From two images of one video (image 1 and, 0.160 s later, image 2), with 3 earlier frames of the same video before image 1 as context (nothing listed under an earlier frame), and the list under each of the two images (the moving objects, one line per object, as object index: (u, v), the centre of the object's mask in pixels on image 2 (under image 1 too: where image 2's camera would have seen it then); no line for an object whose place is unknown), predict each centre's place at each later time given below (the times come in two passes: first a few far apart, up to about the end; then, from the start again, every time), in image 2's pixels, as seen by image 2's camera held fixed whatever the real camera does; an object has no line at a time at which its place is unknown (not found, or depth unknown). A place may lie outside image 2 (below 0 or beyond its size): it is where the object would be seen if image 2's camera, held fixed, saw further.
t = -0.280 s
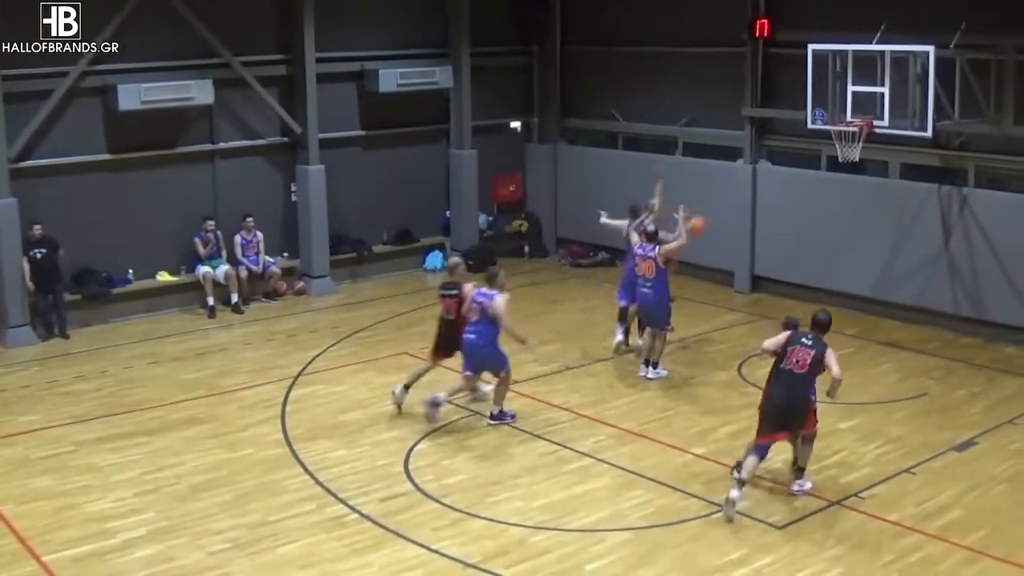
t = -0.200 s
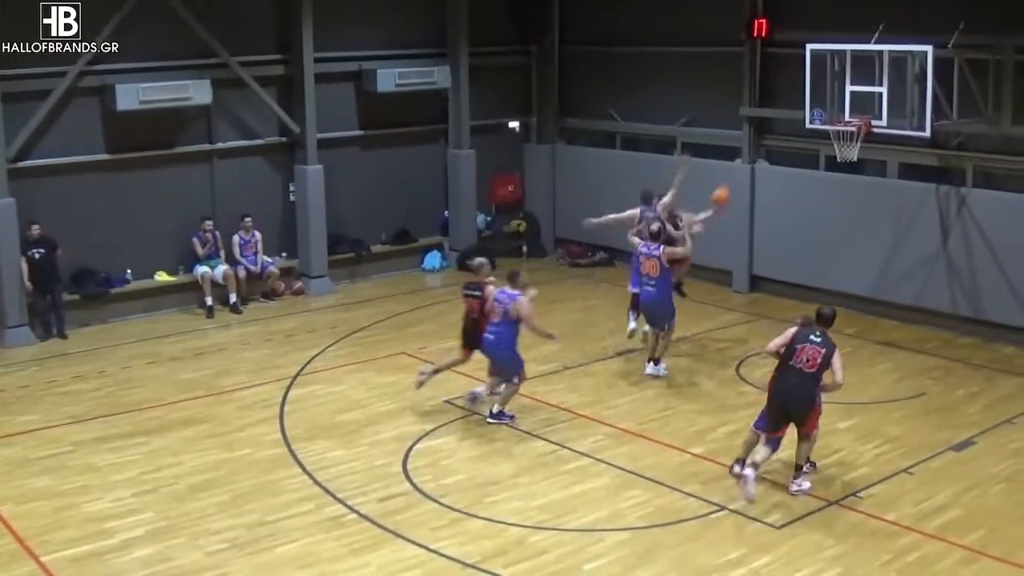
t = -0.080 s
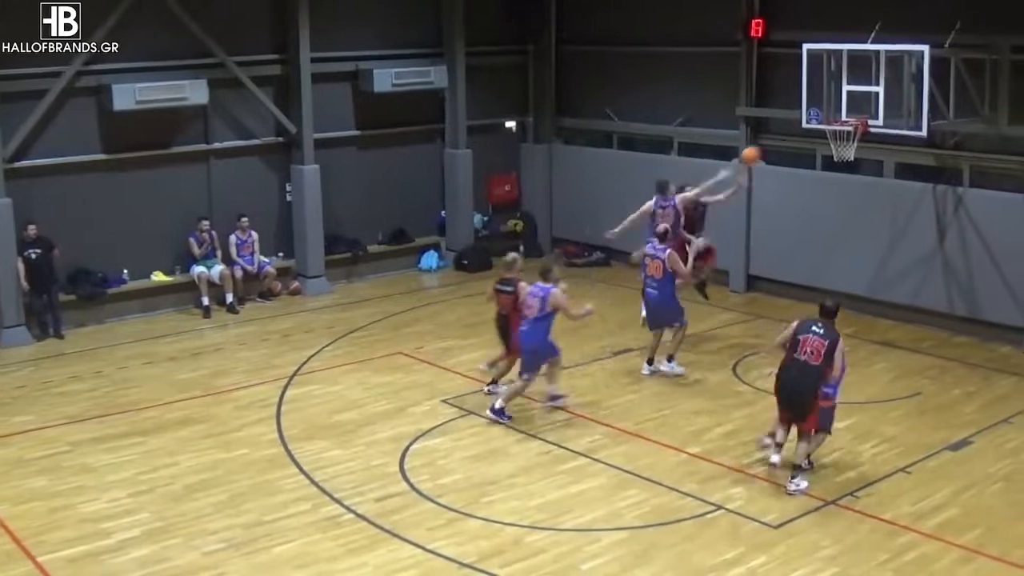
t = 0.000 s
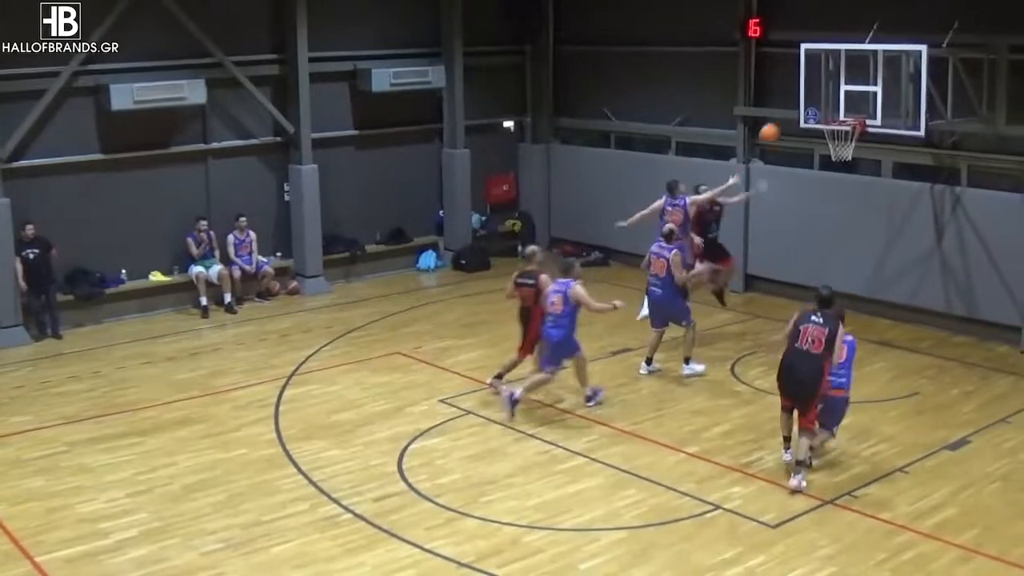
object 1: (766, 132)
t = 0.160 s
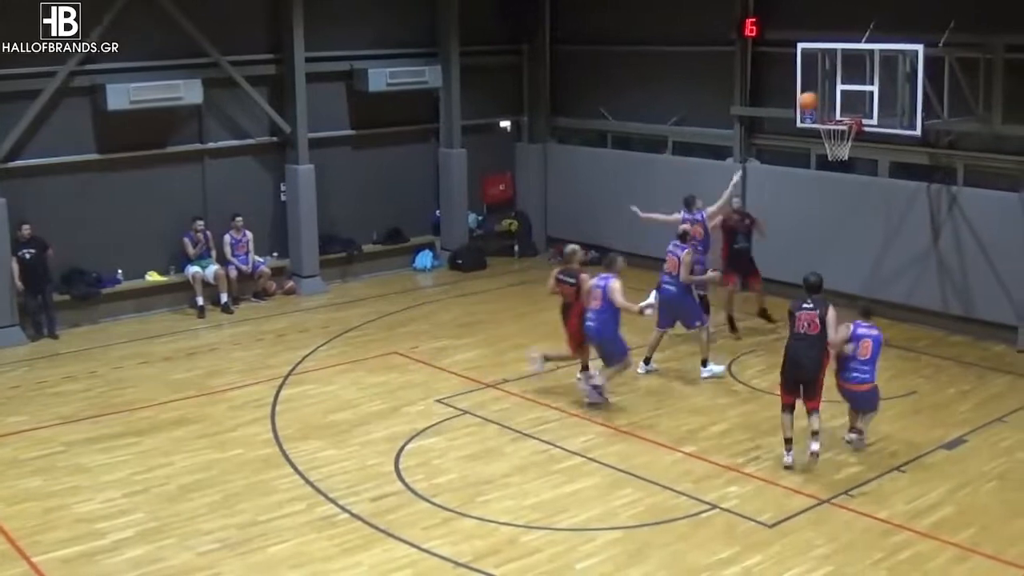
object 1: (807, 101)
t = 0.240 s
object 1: (827, 93)
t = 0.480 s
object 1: (884, 94)
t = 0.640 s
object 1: (901, 112)
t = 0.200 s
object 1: (817, 97)
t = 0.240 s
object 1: (827, 93)
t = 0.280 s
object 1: (839, 91)
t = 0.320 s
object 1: (851, 90)
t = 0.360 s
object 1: (862, 91)
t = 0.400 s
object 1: (872, 93)
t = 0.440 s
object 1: (879, 94)
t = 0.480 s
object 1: (884, 94)
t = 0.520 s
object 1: (888, 97)
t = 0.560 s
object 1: (893, 101)
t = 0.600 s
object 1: (897, 106)
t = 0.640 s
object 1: (901, 112)
